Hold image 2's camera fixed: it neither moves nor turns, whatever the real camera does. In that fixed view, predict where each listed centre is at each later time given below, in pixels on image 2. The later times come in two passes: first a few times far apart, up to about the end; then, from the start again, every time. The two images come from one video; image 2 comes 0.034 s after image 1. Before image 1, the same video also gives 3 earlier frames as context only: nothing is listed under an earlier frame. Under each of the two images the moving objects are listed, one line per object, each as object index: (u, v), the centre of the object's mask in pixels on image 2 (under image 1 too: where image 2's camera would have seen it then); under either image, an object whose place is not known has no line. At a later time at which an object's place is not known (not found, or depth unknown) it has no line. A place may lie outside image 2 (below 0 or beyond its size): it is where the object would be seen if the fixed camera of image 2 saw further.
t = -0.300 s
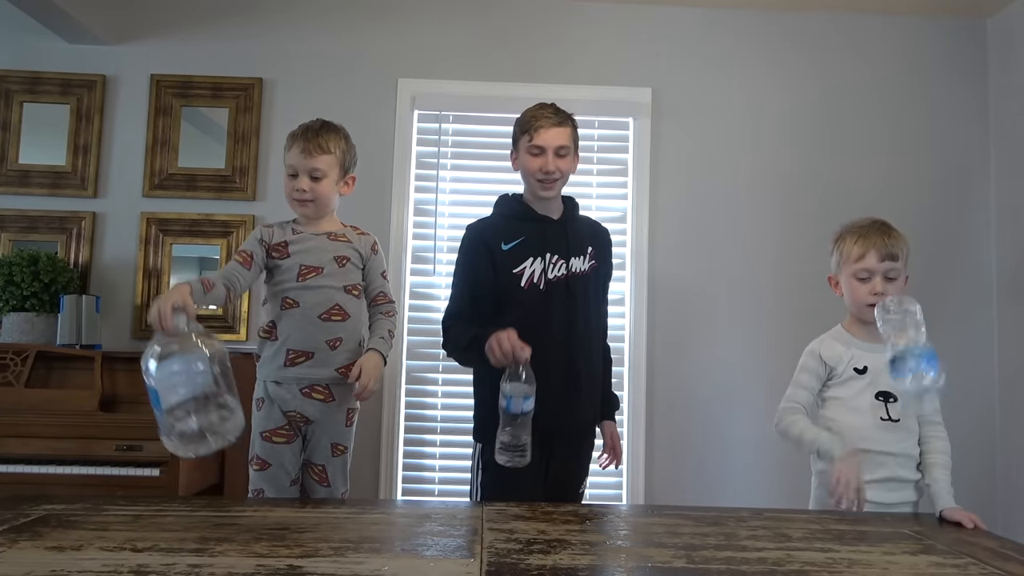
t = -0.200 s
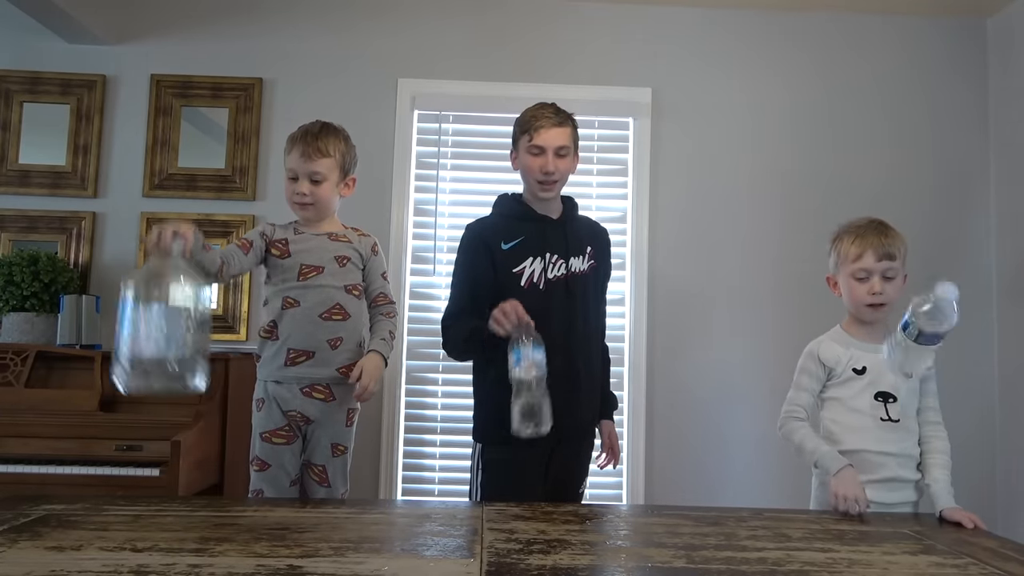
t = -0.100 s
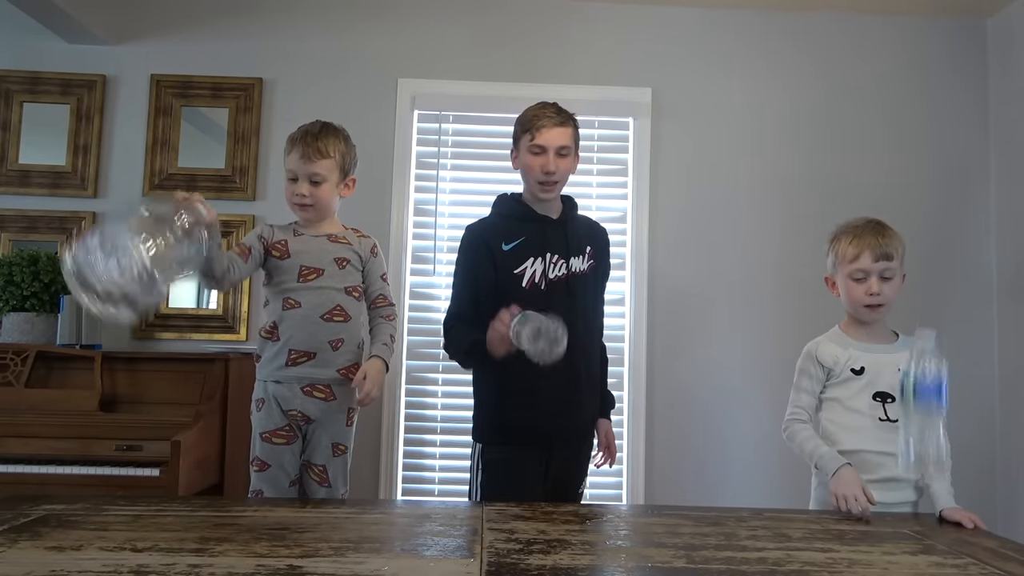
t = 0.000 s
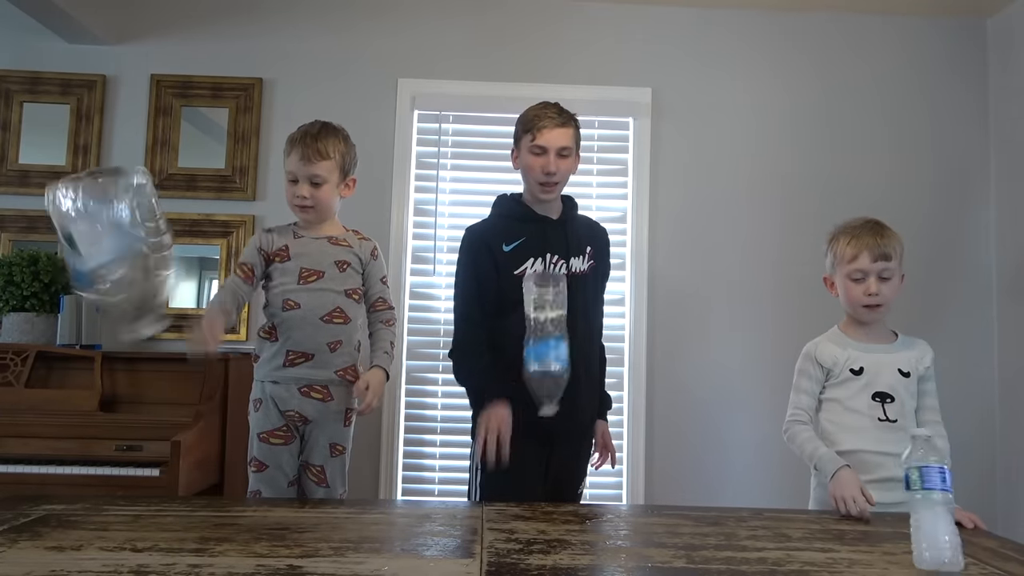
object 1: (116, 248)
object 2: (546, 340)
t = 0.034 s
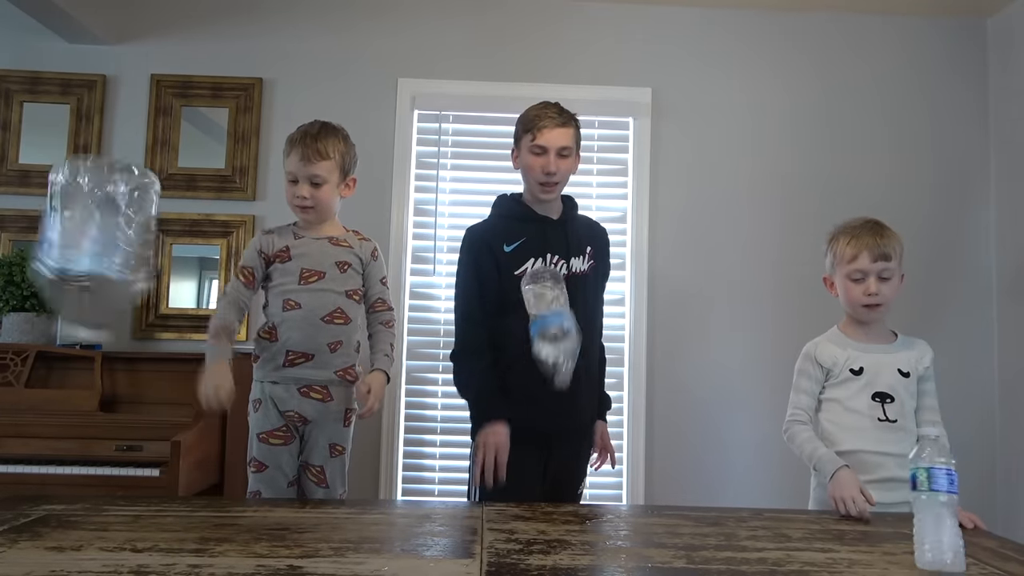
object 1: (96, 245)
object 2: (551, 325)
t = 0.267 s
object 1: (54, 376)
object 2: (543, 438)
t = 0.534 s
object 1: (50, 482)
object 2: (537, 459)
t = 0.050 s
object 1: (84, 237)
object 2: (553, 315)
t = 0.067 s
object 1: (79, 233)
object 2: (554, 305)
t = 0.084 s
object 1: (78, 226)
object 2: (552, 301)
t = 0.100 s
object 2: (552, 298)
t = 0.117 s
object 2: (551, 299)
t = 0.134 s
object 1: (78, 232)
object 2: (550, 304)
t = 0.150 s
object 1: (76, 242)
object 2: (549, 312)
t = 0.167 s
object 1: (75, 253)
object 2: (548, 323)
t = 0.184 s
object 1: (72, 267)
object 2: (547, 336)
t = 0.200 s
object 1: (70, 287)
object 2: (546, 354)
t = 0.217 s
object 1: (66, 306)
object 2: (545, 372)
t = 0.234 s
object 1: (62, 328)
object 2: (544, 393)
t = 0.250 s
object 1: (58, 352)
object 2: (543, 417)
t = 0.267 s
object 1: (54, 376)
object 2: (543, 438)
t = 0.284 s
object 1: (50, 404)
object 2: (542, 457)
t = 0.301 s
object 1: (47, 437)
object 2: (541, 457)
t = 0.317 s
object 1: (46, 465)
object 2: (541, 458)
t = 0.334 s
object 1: (48, 478)
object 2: (541, 459)
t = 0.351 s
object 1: (52, 476)
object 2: (541, 459)
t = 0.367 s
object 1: (53, 479)
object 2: (541, 460)
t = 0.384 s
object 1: (52, 478)
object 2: (540, 459)
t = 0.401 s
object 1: (51, 479)
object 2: (540, 459)
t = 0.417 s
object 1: (49, 480)
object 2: (540, 459)
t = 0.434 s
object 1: (47, 482)
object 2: (540, 459)
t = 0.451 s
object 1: (47, 481)
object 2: (540, 459)
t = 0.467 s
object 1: (48, 481)
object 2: (539, 459)
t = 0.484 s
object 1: (49, 483)
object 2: (538, 460)
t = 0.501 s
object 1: (49, 482)
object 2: (537, 459)
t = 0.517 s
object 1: (49, 482)
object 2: (537, 460)
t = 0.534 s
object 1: (50, 482)
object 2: (537, 459)
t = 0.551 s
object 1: (50, 483)
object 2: (537, 459)
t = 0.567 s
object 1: (50, 482)
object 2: (536, 460)
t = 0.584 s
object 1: (50, 482)
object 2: (536, 460)
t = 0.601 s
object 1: (50, 483)
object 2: (536, 460)
